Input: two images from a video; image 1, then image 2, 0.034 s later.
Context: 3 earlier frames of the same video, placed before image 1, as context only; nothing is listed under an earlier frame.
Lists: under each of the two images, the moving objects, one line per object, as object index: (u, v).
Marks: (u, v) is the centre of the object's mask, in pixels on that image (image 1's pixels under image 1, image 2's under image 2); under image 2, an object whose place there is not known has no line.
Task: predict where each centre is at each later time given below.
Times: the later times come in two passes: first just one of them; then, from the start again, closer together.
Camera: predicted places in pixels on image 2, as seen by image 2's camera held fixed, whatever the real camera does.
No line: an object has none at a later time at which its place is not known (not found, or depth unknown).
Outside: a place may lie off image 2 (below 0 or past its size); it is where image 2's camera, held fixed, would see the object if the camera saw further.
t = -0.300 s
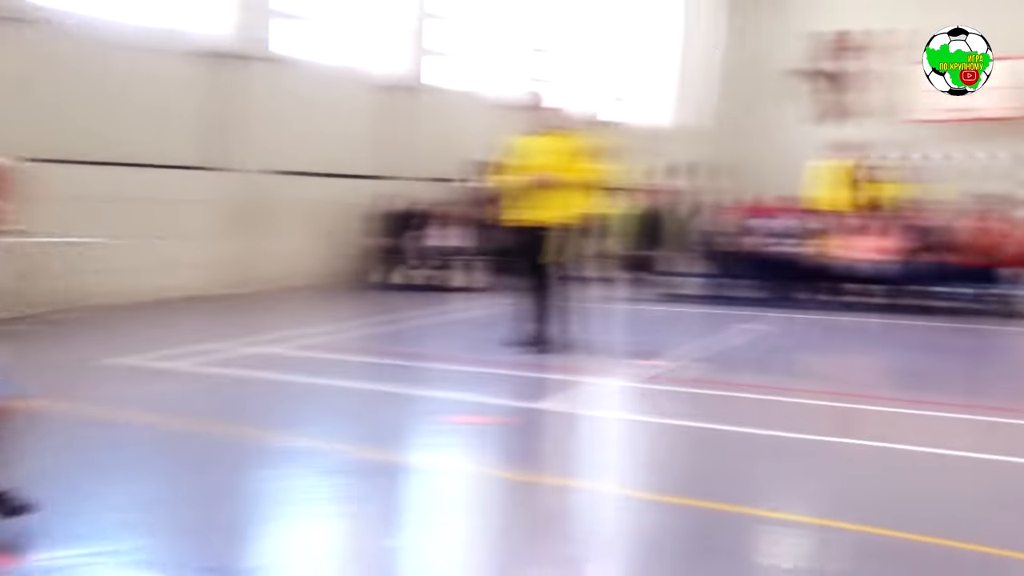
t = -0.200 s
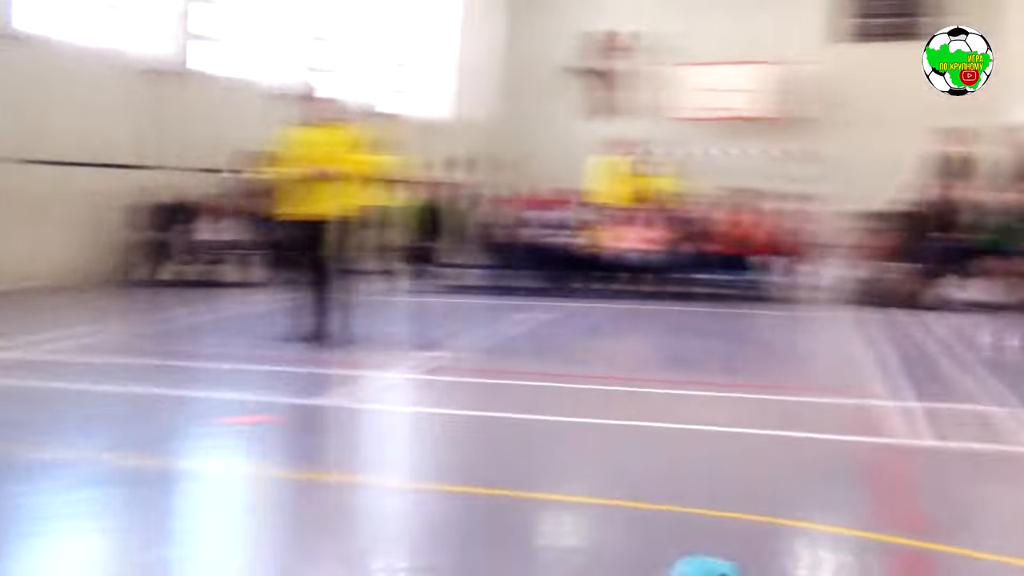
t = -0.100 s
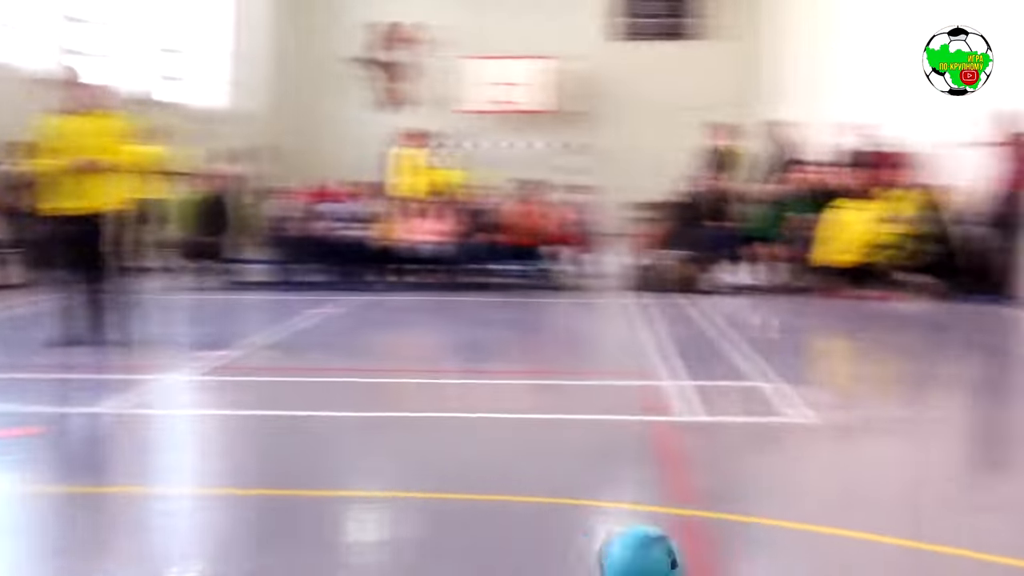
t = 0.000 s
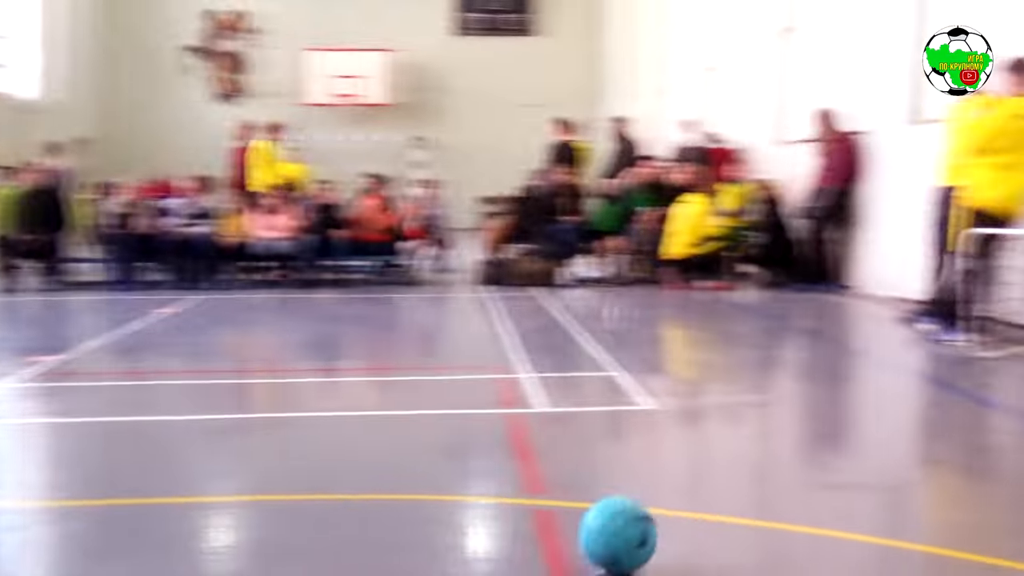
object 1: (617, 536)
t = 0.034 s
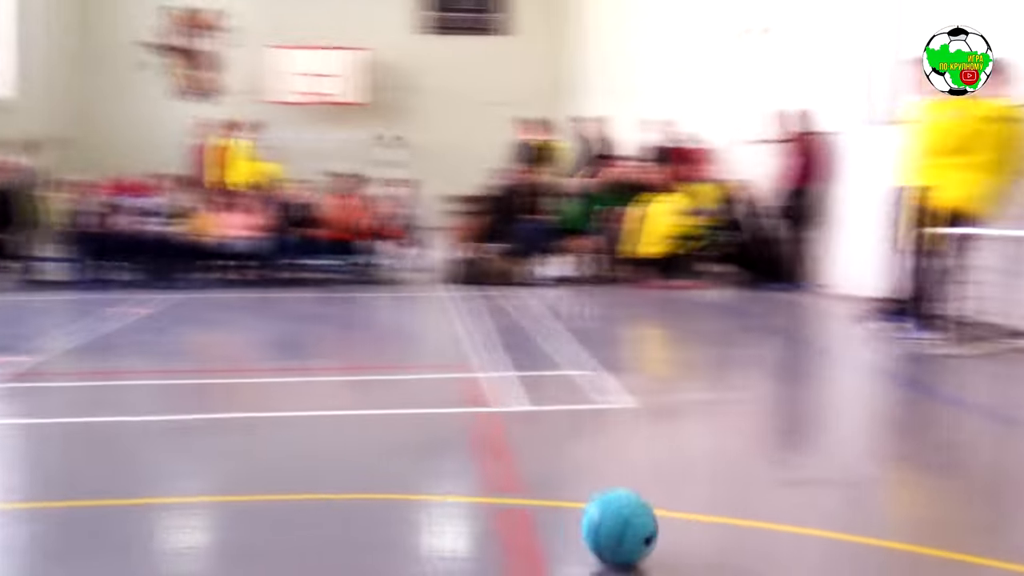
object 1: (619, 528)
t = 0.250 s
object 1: (821, 488)
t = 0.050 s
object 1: (636, 524)
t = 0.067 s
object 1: (658, 520)
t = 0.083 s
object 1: (679, 518)
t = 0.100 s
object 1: (692, 515)
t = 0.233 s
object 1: (806, 490)
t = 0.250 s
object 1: (821, 488)
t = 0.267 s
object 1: (833, 485)
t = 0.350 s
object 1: (893, 470)
